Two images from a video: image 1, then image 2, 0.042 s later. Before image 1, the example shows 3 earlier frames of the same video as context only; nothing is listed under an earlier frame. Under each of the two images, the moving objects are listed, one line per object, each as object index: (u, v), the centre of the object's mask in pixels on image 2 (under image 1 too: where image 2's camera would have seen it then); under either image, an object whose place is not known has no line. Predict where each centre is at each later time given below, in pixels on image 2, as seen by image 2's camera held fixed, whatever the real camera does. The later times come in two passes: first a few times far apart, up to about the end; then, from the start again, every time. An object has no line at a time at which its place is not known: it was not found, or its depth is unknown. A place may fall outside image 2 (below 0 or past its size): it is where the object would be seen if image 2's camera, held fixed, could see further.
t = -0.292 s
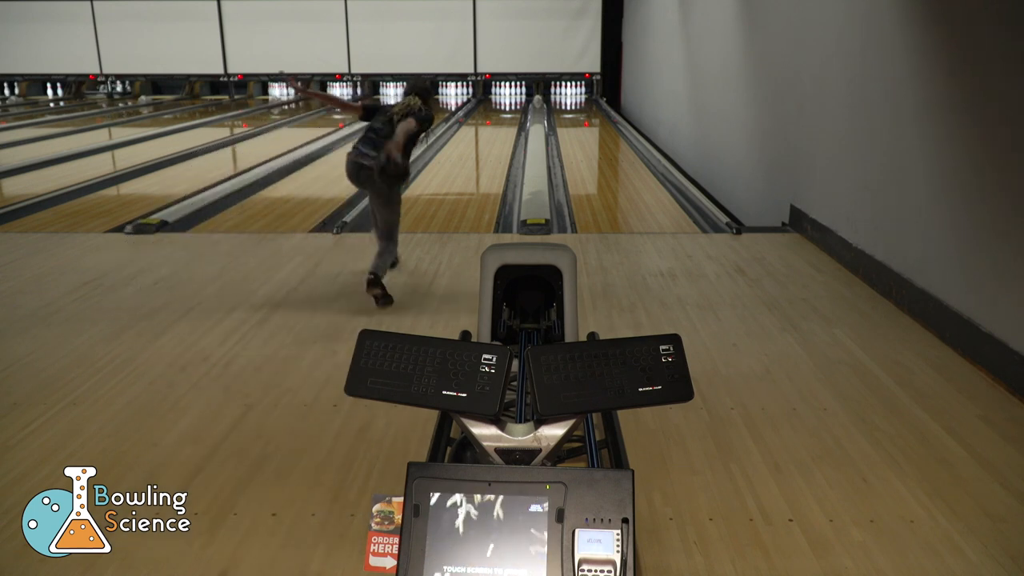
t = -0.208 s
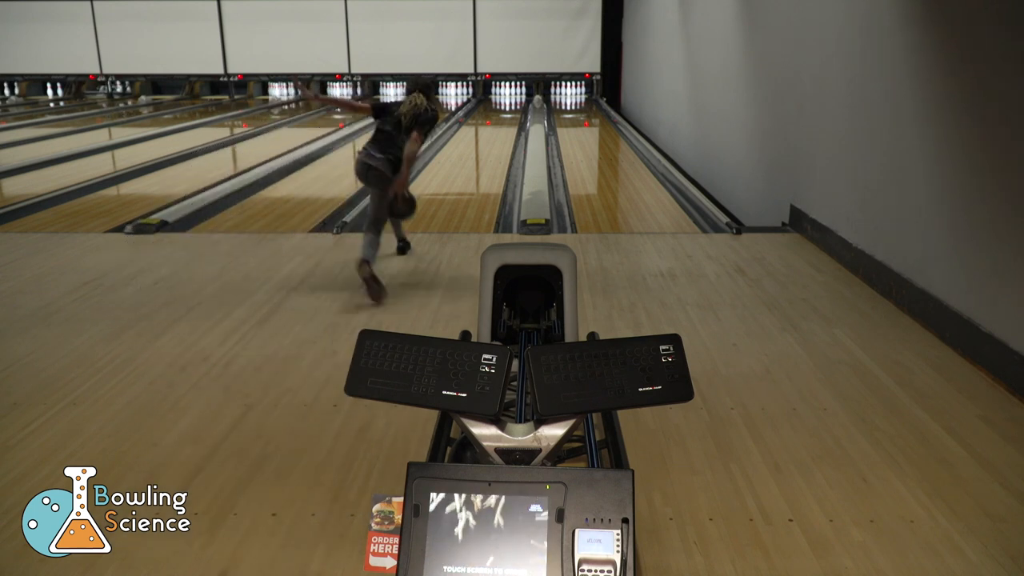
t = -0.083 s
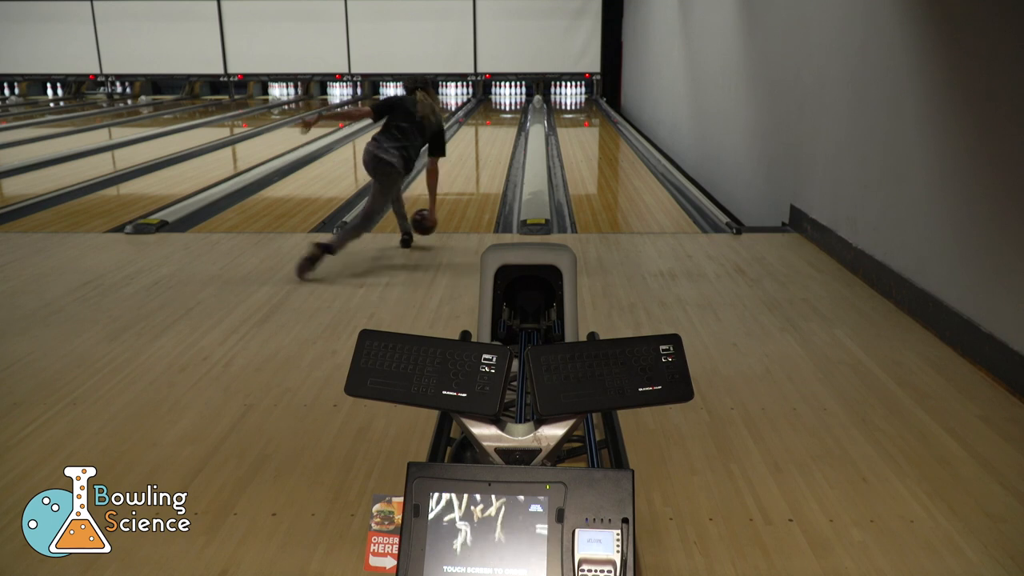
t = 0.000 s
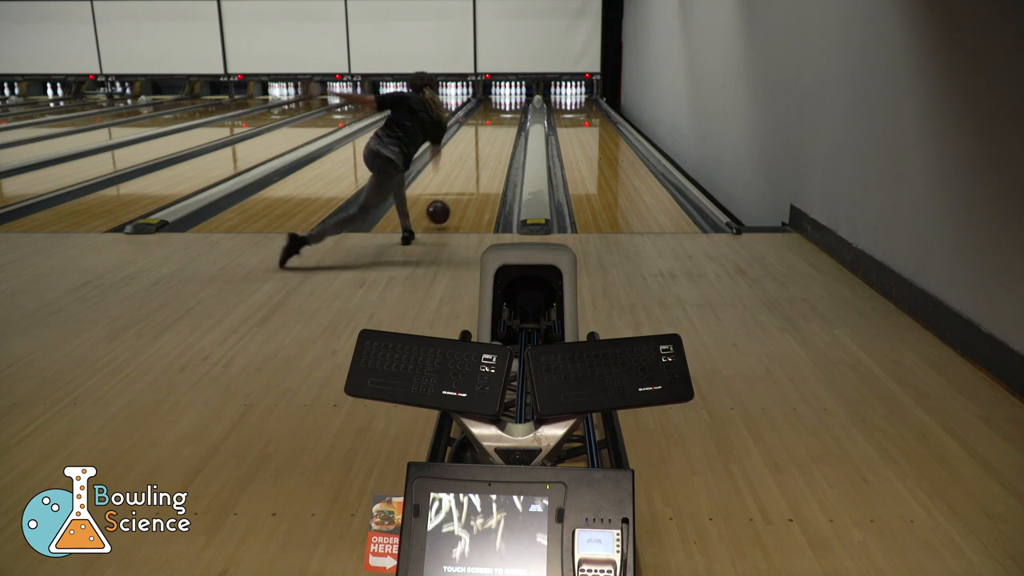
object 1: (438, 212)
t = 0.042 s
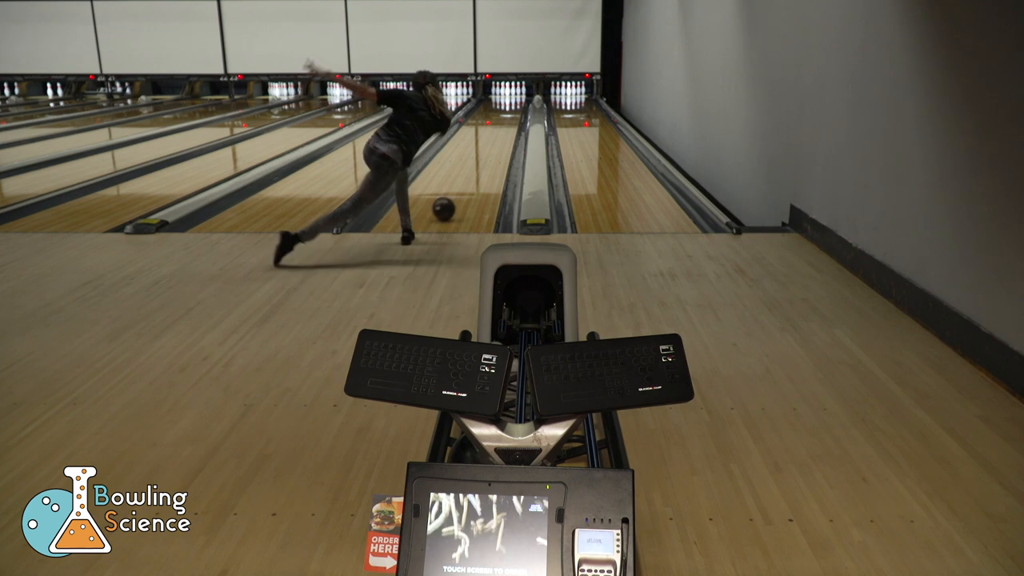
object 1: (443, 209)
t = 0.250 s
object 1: (465, 179)
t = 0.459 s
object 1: (480, 158)
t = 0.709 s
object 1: (492, 140)
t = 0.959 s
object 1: (500, 127)
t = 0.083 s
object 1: (449, 202)
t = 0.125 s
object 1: (453, 196)
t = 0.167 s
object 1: (458, 189)
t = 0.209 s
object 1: (461, 184)
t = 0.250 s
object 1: (465, 179)
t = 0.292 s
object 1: (469, 174)
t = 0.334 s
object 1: (472, 169)
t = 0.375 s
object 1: (474, 165)
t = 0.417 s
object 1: (477, 161)
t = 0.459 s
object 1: (480, 158)
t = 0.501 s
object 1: (482, 154)
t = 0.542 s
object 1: (484, 151)
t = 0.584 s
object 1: (486, 148)
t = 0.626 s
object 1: (488, 145)
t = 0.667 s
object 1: (490, 142)
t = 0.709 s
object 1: (492, 140)
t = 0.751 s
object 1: (493, 137)
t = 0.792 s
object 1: (495, 135)
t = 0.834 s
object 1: (496, 133)
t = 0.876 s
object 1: (498, 131)
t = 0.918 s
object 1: (499, 128)
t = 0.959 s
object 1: (500, 127)
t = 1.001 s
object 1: (501, 125)
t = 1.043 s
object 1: (502, 123)
